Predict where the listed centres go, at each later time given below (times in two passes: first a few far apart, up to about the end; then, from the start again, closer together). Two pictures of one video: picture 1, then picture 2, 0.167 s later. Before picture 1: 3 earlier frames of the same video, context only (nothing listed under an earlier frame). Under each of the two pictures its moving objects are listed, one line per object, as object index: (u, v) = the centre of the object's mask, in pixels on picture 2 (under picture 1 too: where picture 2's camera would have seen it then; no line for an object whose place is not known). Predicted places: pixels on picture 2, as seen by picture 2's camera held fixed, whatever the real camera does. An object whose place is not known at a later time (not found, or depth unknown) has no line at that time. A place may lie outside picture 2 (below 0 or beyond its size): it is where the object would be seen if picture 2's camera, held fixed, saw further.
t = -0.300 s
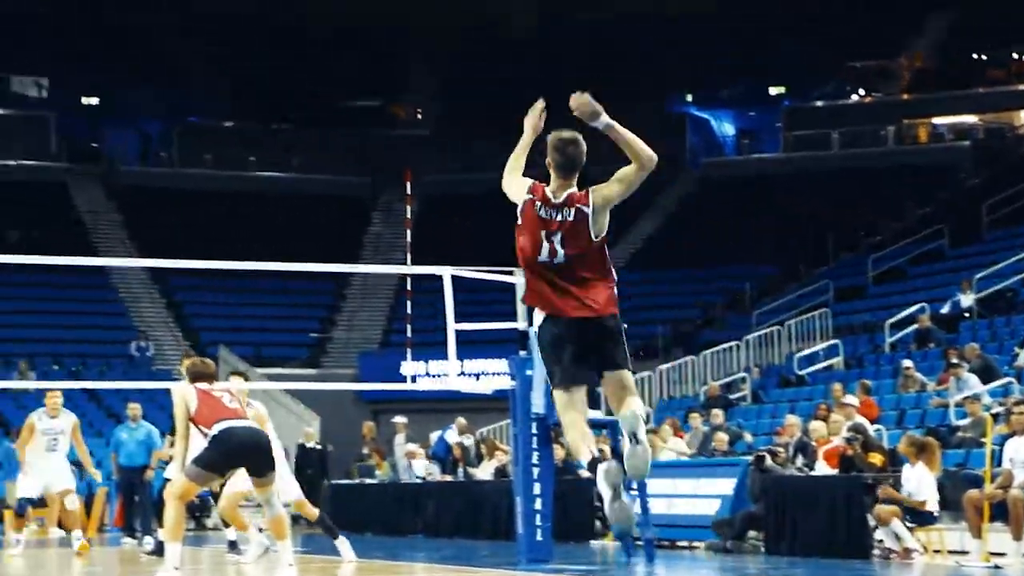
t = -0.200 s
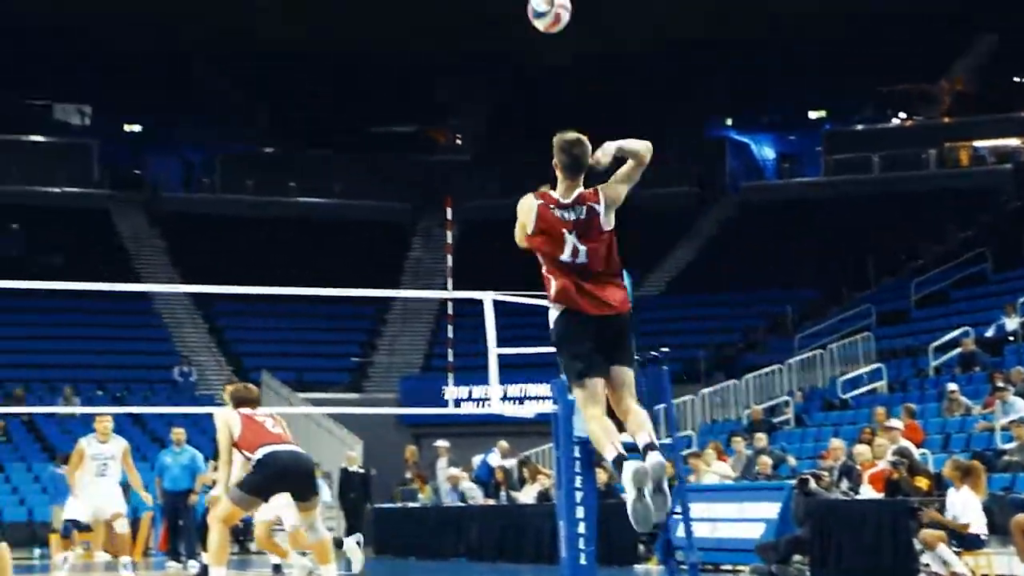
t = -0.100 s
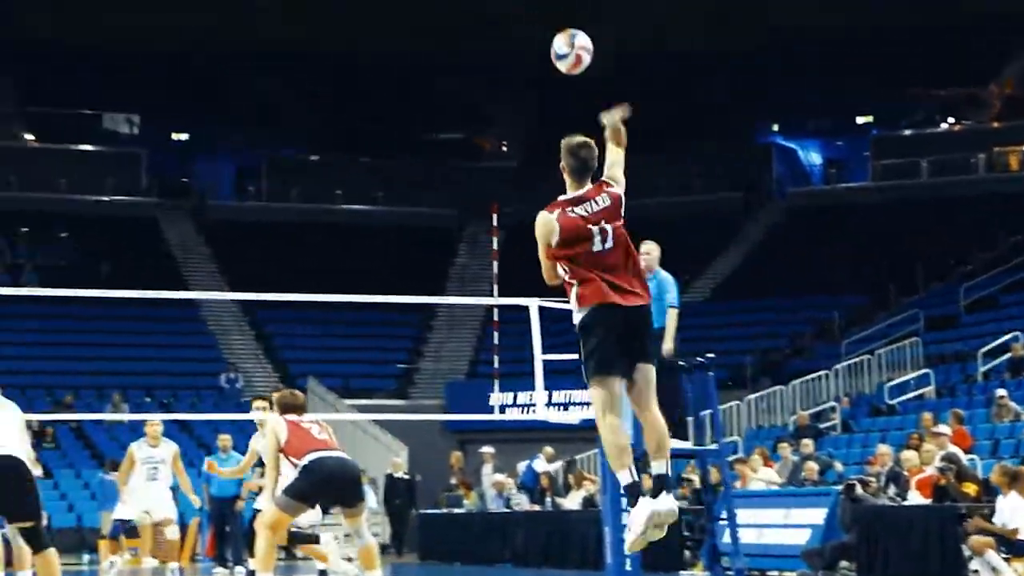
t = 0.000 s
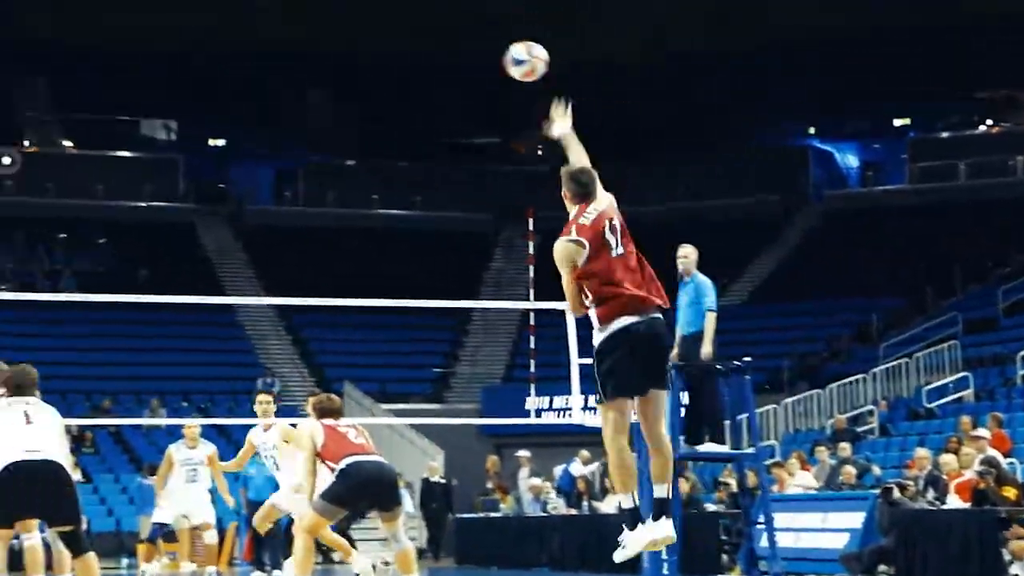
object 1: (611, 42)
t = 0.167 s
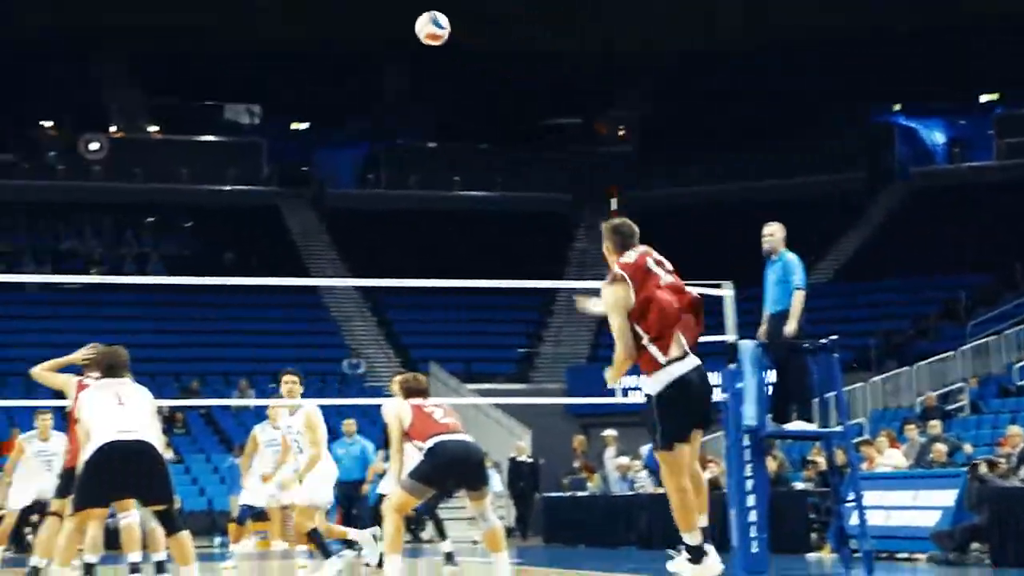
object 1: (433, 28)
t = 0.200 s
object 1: (405, 30)
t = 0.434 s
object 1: (238, 76)
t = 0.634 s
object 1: (141, 147)
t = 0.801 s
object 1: (87, 227)
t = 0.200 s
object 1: (405, 30)
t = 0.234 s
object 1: (379, 34)
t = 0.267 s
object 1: (352, 39)
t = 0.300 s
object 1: (326, 45)
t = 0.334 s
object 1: (301, 51)
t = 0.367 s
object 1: (279, 59)
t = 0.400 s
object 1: (258, 67)
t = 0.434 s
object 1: (238, 76)
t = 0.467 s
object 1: (219, 85)
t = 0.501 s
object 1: (200, 96)
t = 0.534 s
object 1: (183, 107)
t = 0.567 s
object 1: (167, 120)
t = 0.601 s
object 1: (154, 133)
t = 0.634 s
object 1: (141, 147)
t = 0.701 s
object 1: (117, 177)
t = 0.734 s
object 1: (107, 192)
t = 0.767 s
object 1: (97, 210)
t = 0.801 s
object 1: (87, 227)
